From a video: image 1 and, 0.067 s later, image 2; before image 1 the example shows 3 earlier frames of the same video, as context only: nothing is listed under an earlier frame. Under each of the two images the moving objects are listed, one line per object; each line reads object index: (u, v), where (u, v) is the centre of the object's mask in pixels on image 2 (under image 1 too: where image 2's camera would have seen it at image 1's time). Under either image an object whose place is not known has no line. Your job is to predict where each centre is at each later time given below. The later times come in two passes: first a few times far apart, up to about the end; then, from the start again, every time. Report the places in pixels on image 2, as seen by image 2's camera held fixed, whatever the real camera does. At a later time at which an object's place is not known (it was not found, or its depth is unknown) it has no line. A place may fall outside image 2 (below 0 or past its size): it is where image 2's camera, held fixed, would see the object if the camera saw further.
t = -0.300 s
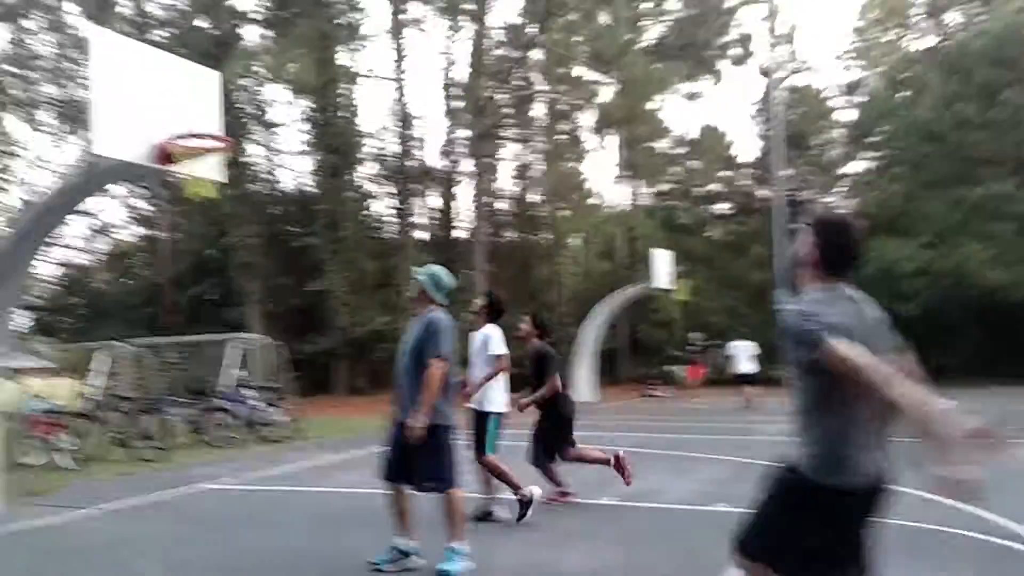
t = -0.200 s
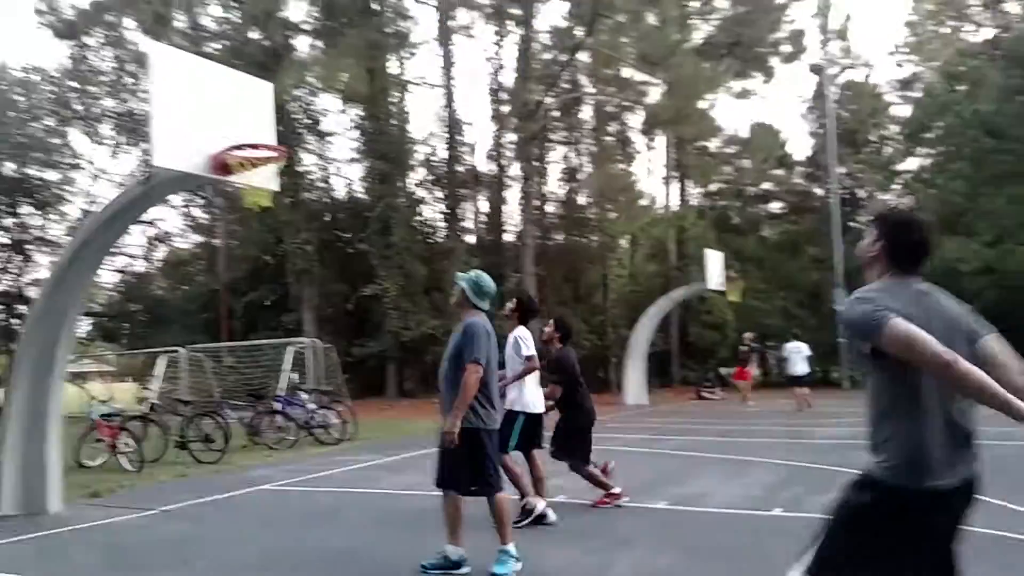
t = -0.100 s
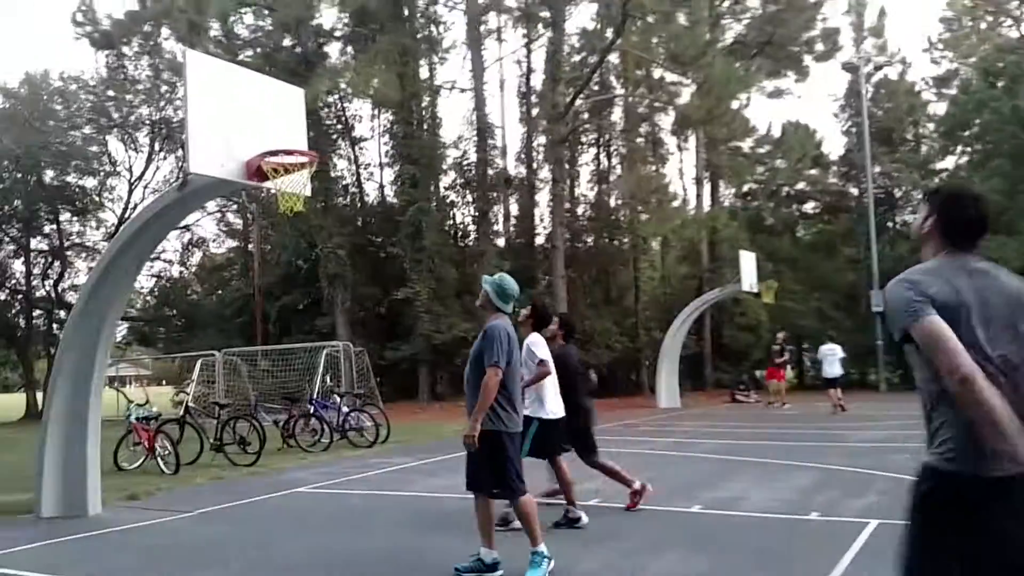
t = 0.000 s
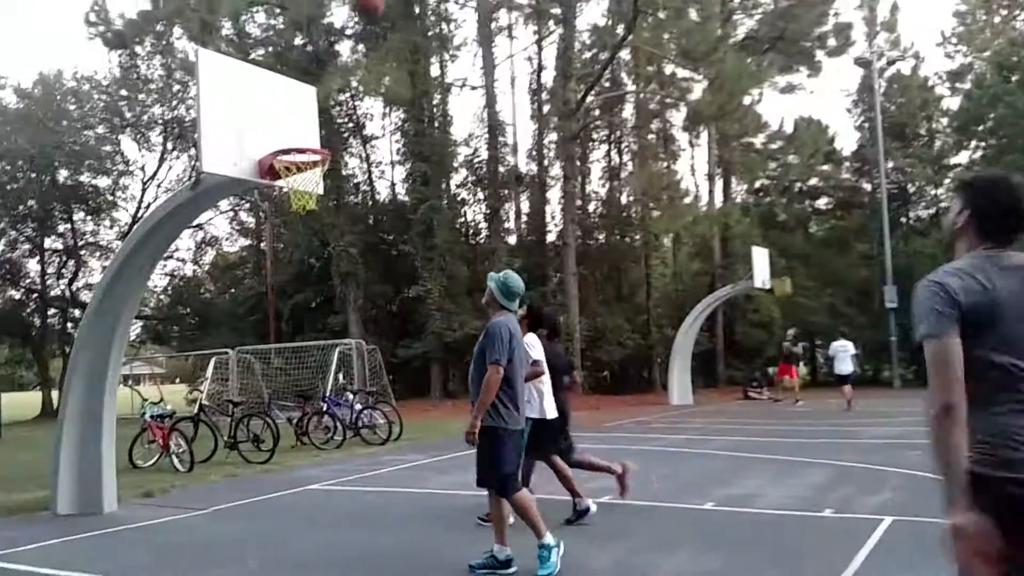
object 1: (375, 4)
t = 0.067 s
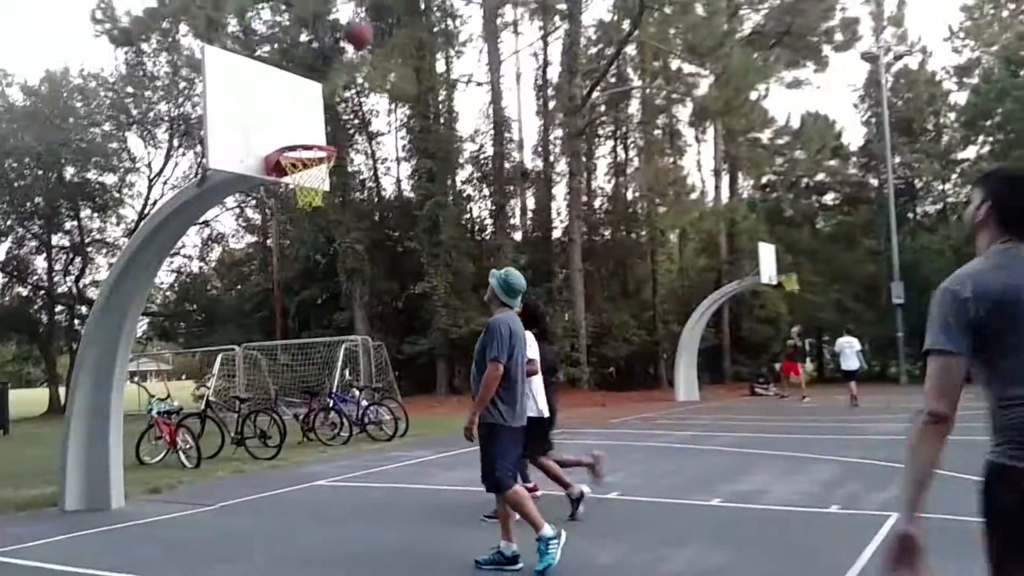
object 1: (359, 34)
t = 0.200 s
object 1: (329, 112)
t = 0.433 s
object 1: (287, 192)
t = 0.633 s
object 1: (268, 234)
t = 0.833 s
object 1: (250, 336)
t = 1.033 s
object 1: (228, 513)
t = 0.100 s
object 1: (350, 57)
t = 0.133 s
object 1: (341, 73)
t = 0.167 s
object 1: (336, 89)
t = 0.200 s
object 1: (329, 112)
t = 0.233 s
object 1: (320, 135)
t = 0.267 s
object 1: (314, 157)
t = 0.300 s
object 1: (306, 168)
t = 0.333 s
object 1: (300, 179)
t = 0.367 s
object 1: (295, 179)
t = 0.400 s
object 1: (285, 194)
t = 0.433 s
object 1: (287, 192)
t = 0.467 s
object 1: (285, 195)
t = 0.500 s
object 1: (281, 200)
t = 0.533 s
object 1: (277, 206)
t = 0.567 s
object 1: (275, 214)
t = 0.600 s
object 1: (272, 223)
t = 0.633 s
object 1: (268, 234)
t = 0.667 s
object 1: (266, 248)
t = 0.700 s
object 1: (263, 262)
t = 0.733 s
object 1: (260, 278)
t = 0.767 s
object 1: (257, 294)
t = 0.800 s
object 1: (253, 317)
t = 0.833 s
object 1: (250, 336)
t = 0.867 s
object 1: (247, 361)
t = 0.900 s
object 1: (244, 388)
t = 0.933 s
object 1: (238, 413)
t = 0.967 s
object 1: (236, 447)
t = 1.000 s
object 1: (231, 477)
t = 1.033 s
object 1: (228, 513)
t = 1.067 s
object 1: (226, 537)
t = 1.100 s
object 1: (229, 512)
